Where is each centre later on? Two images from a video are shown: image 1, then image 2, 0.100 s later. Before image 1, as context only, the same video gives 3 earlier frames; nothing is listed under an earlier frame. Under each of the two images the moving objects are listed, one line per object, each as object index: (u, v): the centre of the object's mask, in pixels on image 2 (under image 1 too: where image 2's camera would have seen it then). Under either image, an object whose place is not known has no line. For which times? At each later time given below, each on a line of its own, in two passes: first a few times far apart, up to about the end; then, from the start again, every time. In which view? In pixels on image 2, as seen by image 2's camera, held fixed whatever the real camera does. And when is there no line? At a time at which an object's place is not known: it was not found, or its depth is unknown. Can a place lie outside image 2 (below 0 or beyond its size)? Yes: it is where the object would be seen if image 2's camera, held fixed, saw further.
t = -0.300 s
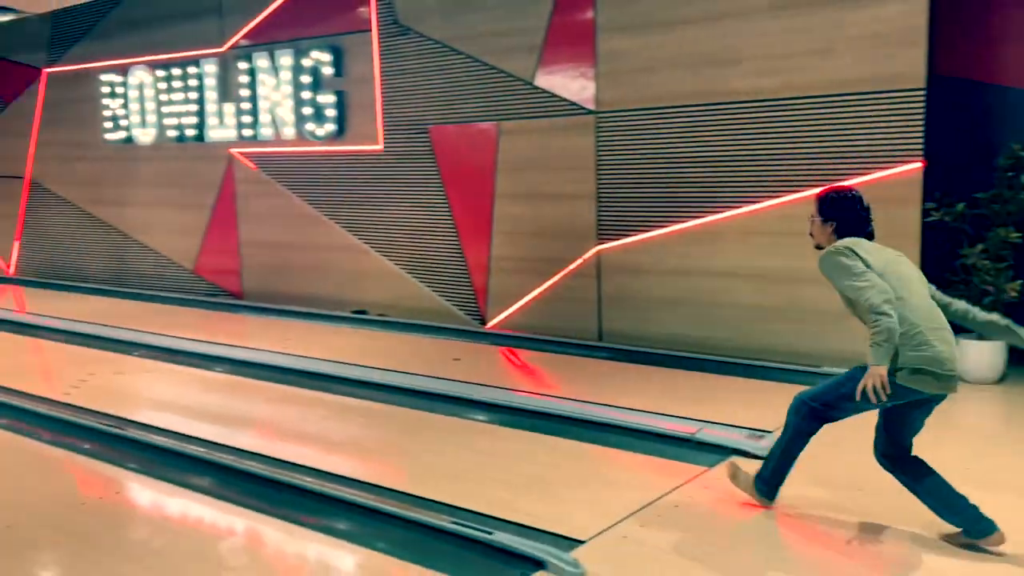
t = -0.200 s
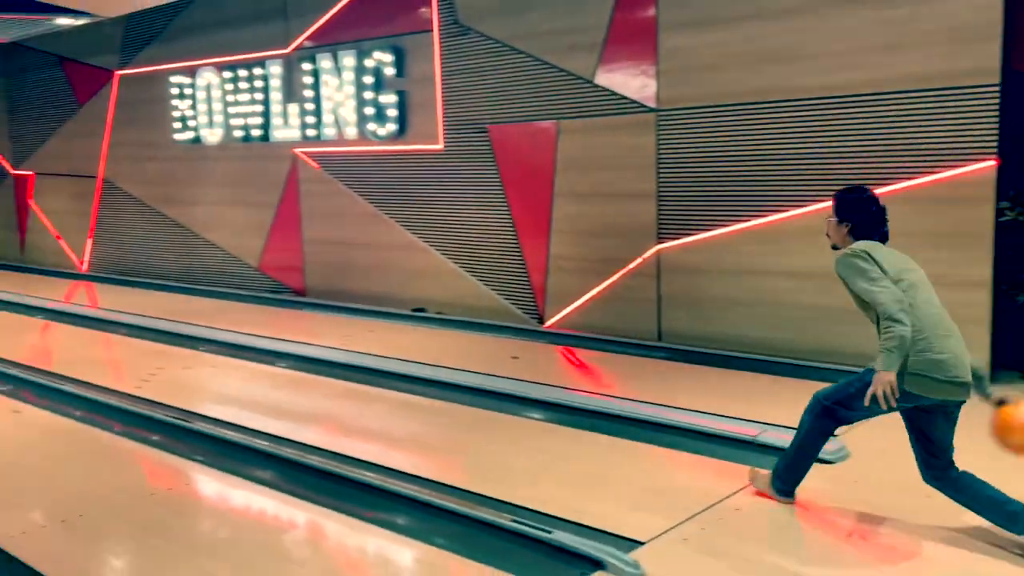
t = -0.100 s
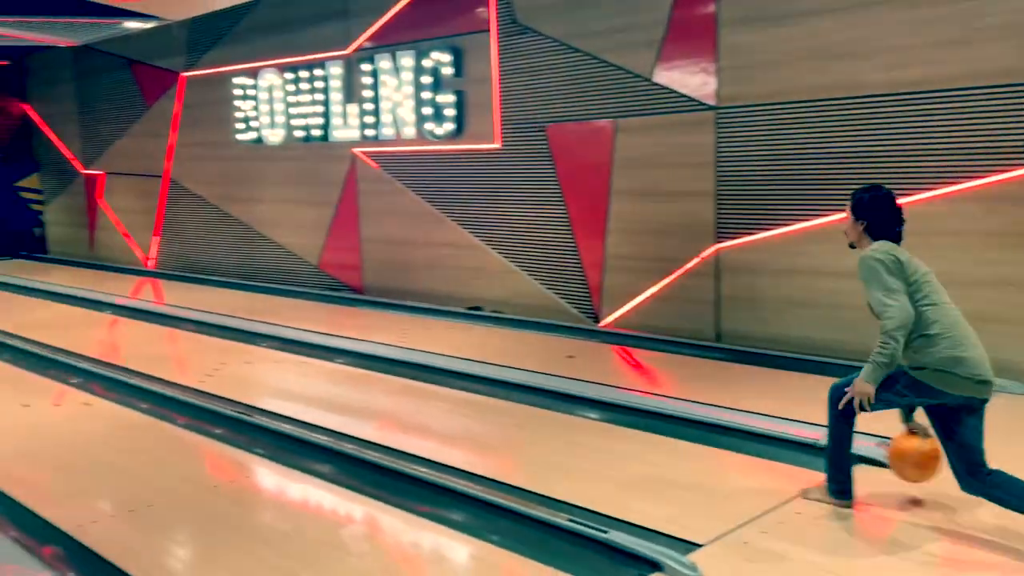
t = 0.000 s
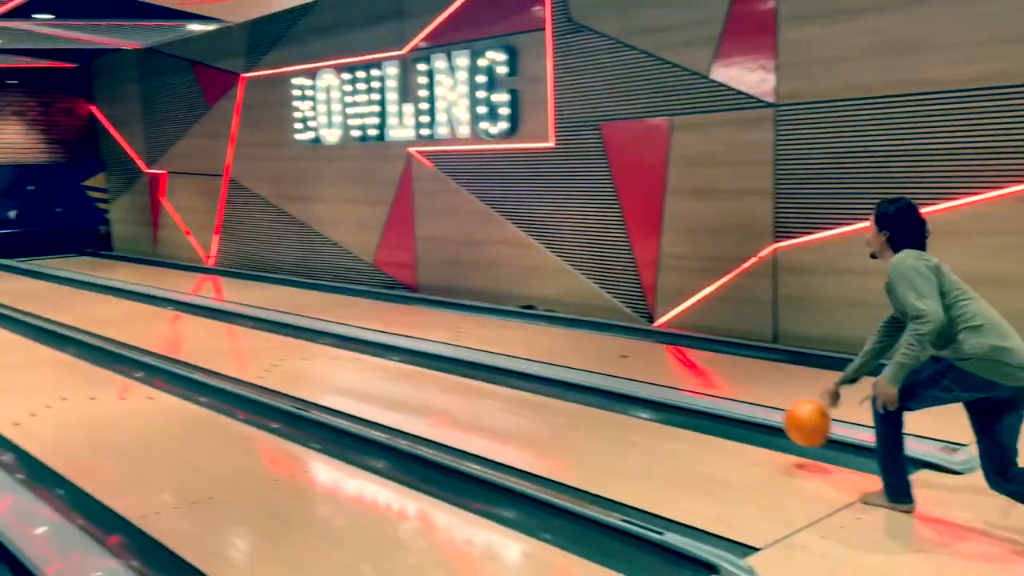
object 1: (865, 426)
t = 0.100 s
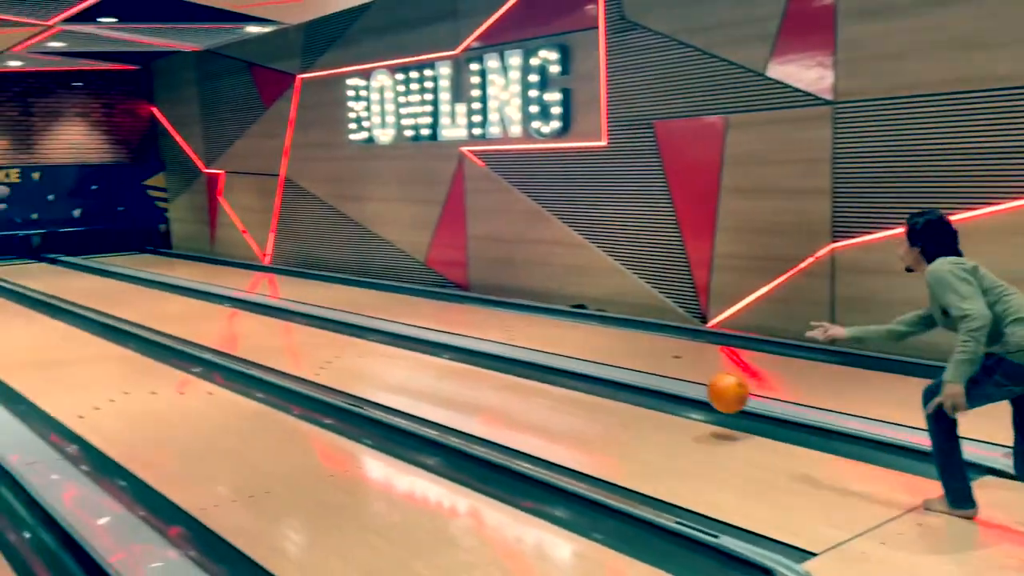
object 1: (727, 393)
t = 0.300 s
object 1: (534, 375)
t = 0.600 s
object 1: (352, 335)
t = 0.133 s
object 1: (689, 387)
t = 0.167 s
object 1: (654, 384)
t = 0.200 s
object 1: (620, 383)
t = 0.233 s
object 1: (590, 382)
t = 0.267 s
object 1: (561, 381)
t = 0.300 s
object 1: (534, 375)
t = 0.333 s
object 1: (509, 369)
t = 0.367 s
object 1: (485, 365)
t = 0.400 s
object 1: (463, 360)
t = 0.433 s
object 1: (442, 355)
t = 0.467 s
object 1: (422, 350)
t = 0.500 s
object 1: (403, 347)
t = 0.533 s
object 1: (385, 342)
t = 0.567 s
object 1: (368, 339)
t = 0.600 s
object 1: (352, 335)
